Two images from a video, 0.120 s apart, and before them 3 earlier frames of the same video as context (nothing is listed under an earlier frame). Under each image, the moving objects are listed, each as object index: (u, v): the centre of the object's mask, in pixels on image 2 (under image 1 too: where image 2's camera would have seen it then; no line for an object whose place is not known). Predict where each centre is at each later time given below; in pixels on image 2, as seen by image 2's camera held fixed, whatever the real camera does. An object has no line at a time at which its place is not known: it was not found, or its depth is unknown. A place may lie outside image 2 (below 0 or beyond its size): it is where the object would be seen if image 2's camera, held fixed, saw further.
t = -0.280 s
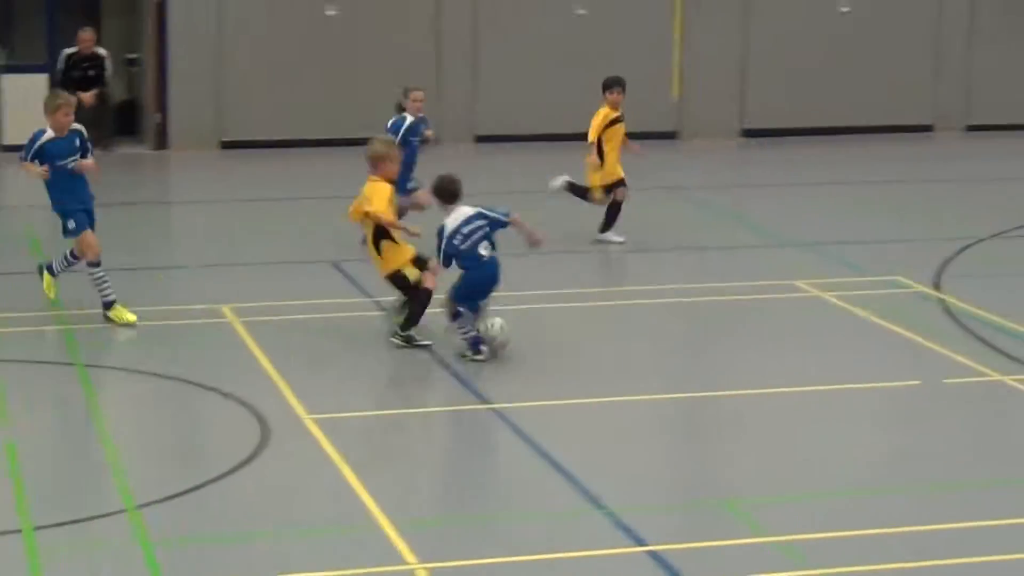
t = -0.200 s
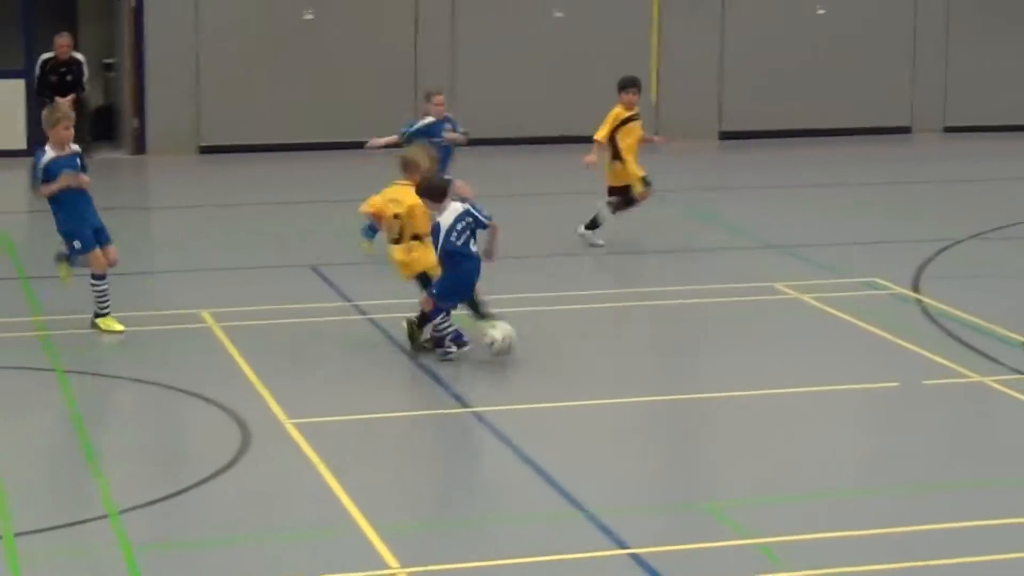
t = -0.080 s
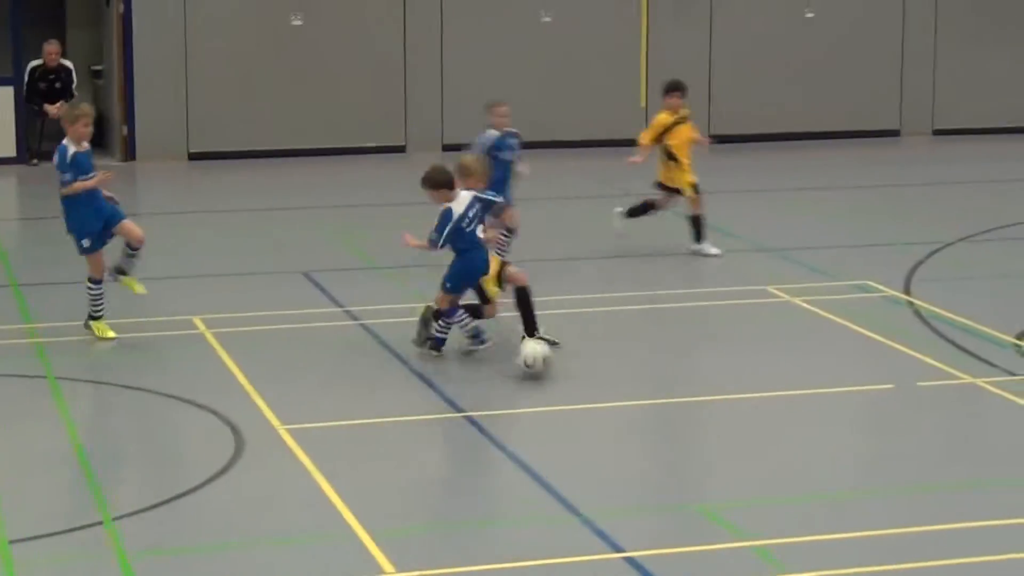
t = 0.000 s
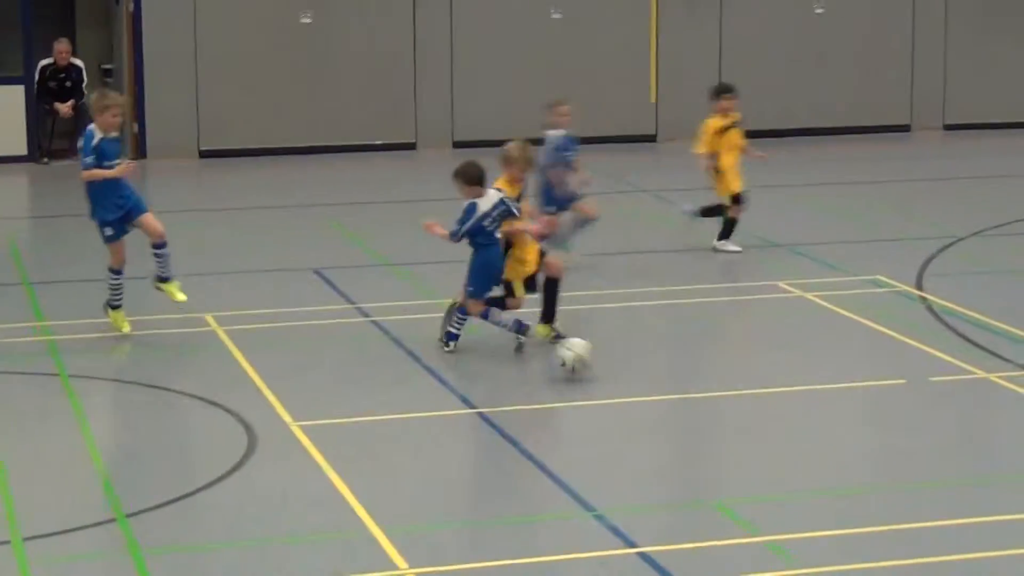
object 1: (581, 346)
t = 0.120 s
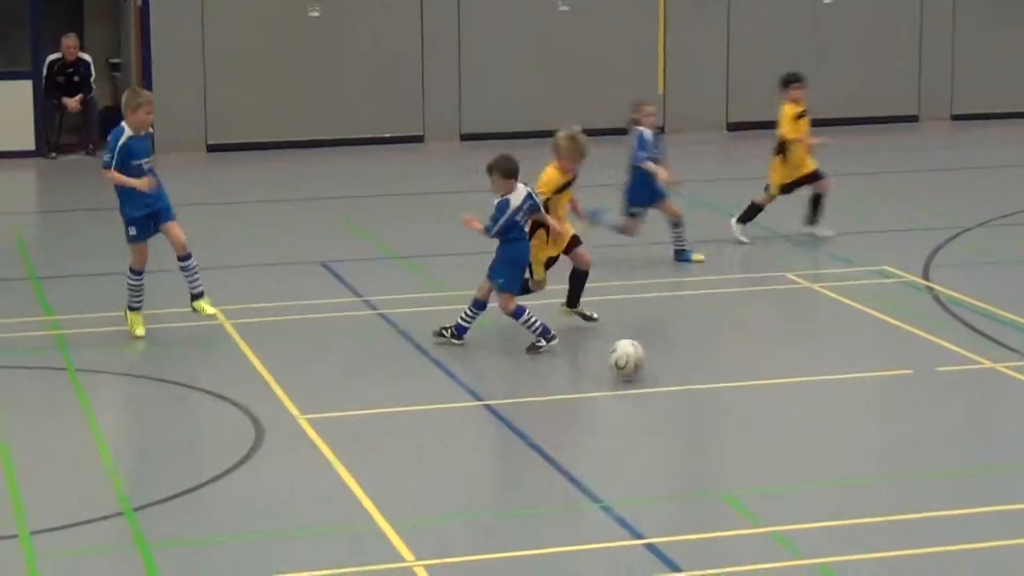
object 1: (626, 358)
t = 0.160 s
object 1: (640, 360)
